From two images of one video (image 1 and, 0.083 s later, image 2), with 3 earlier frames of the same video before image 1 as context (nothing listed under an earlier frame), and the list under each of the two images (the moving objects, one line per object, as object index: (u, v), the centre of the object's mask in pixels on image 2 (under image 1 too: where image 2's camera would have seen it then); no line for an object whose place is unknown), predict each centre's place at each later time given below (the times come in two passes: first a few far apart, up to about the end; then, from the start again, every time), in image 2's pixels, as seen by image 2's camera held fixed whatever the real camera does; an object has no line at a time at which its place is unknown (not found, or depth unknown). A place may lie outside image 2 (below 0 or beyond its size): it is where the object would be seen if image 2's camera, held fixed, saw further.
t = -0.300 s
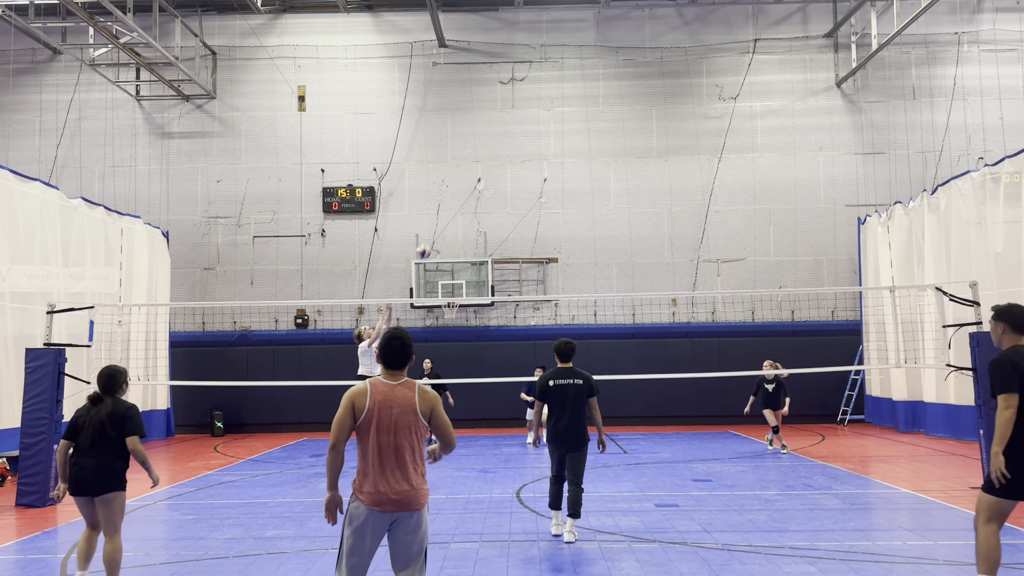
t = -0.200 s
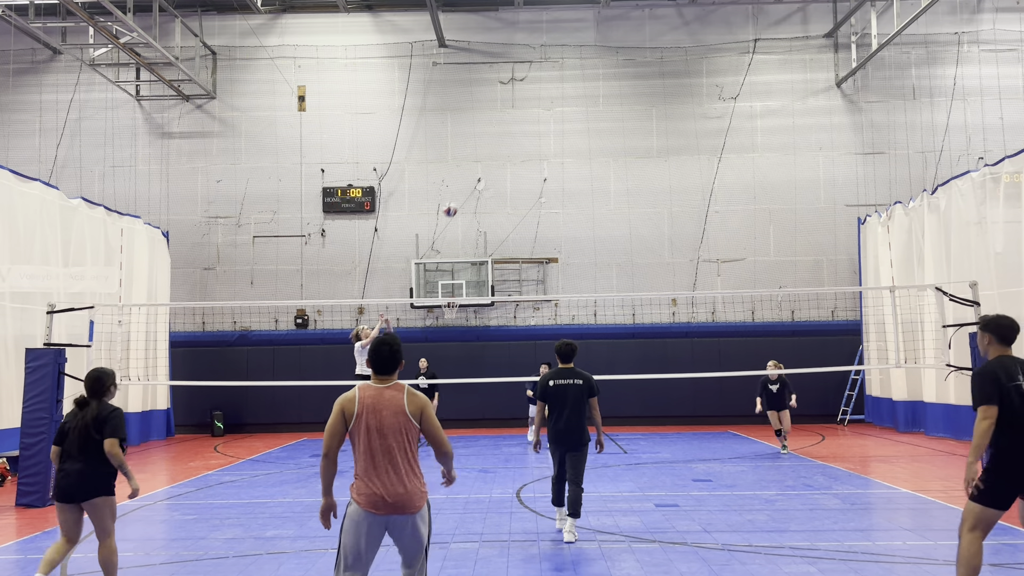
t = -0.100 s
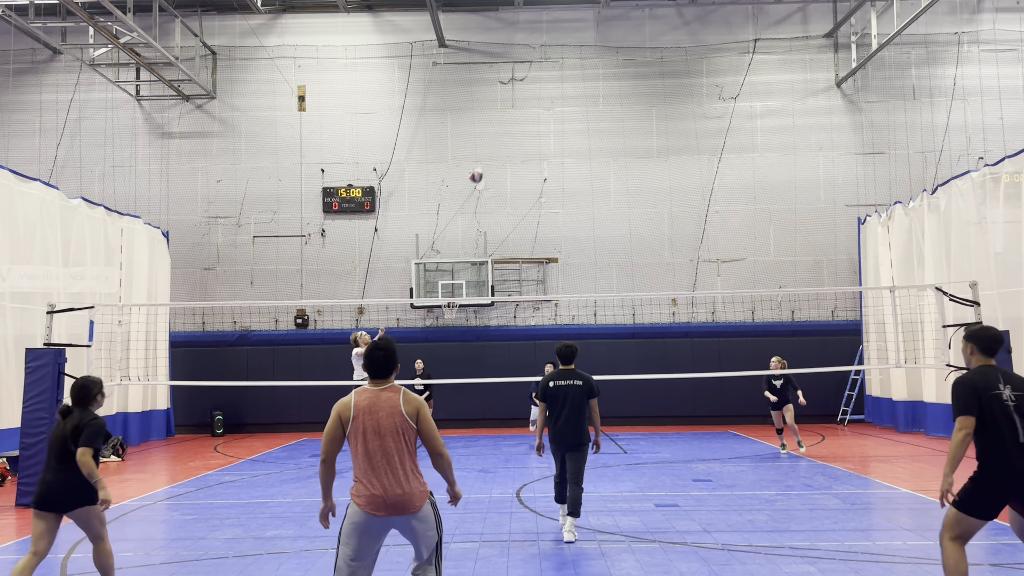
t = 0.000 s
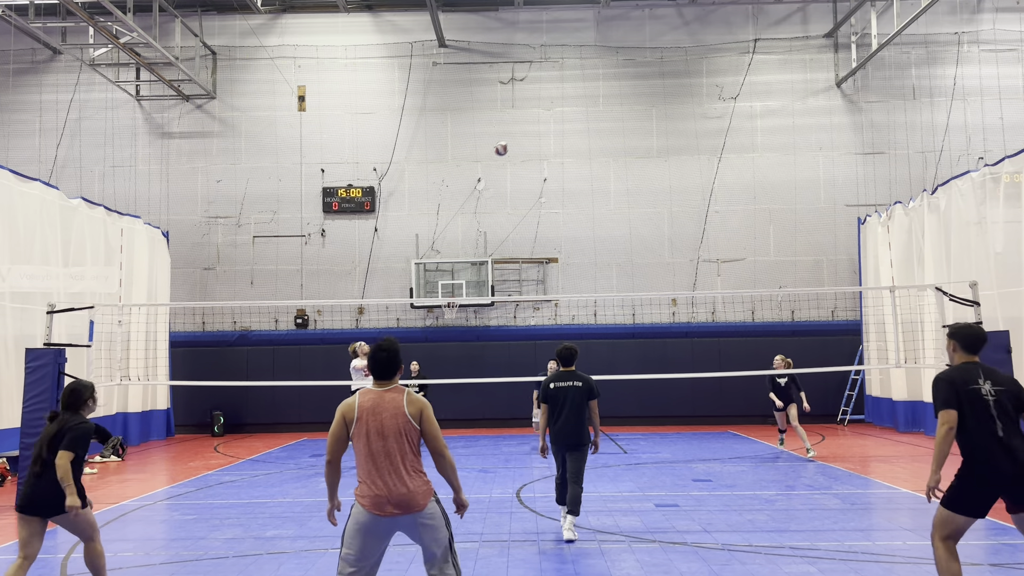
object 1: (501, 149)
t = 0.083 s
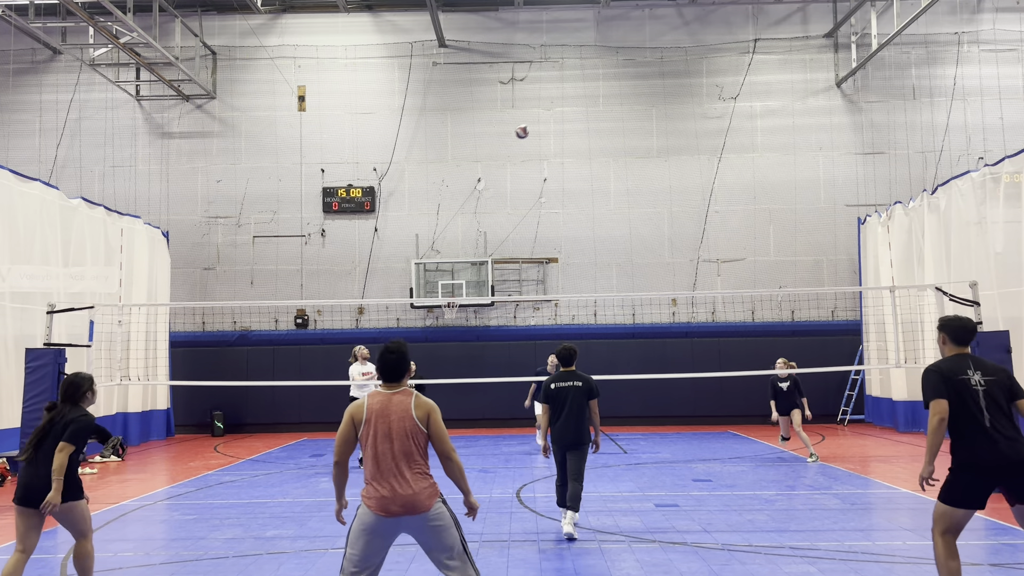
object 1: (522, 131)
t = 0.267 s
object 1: (567, 111)
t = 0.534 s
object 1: (633, 121)
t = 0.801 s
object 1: (697, 178)
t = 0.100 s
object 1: (526, 128)
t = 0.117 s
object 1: (530, 126)
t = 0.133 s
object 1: (534, 124)
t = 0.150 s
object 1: (538, 121)
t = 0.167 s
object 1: (542, 119)
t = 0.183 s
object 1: (547, 117)
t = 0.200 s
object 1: (551, 116)
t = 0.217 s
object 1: (555, 114)
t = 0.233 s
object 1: (559, 113)
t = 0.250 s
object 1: (563, 112)
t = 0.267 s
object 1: (567, 111)
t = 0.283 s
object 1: (572, 110)
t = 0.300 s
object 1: (575, 110)
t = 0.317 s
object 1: (580, 109)
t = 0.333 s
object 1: (584, 109)
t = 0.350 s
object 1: (588, 109)
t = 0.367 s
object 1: (592, 109)
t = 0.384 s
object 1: (596, 110)
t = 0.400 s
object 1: (600, 110)
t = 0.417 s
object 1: (604, 111)
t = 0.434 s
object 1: (608, 112)
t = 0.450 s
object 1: (612, 113)
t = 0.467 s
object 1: (617, 114)
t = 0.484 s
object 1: (621, 116)
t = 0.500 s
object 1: (625, 117)
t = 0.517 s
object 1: (629, 119)
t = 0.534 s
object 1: (633, 121)
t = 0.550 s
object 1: (637, 123)
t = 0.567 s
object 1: (641, 126)
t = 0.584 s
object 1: (645, 128)
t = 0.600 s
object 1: (649, 131)
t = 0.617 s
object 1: (653, 134)
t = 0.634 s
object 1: (657, 137)
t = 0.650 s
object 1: (661, 140)
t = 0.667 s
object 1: (666, 144)
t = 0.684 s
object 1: (669, 147)
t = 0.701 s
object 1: (673, 151)
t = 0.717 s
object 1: (678, 155)
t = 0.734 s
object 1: (681, 159)
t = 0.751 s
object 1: (685, 164)
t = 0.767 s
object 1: (689, 168)
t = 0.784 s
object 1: (694, 173)
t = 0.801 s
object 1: (697, 178)
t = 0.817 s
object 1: (702, 183)
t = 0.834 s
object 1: (706, 188)
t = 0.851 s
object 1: (710, 193)
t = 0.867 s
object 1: (714, 199)
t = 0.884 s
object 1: (717, 205)
